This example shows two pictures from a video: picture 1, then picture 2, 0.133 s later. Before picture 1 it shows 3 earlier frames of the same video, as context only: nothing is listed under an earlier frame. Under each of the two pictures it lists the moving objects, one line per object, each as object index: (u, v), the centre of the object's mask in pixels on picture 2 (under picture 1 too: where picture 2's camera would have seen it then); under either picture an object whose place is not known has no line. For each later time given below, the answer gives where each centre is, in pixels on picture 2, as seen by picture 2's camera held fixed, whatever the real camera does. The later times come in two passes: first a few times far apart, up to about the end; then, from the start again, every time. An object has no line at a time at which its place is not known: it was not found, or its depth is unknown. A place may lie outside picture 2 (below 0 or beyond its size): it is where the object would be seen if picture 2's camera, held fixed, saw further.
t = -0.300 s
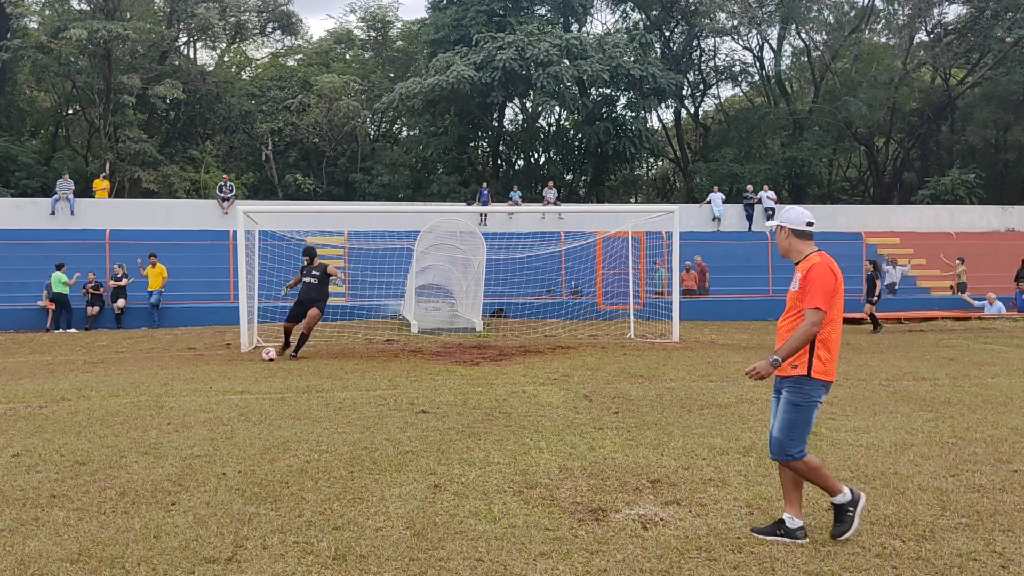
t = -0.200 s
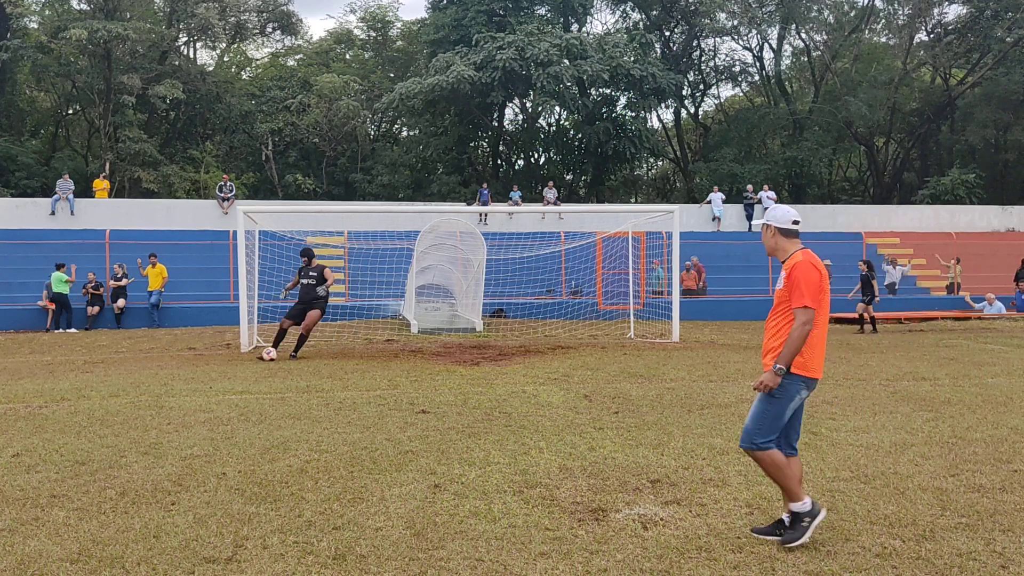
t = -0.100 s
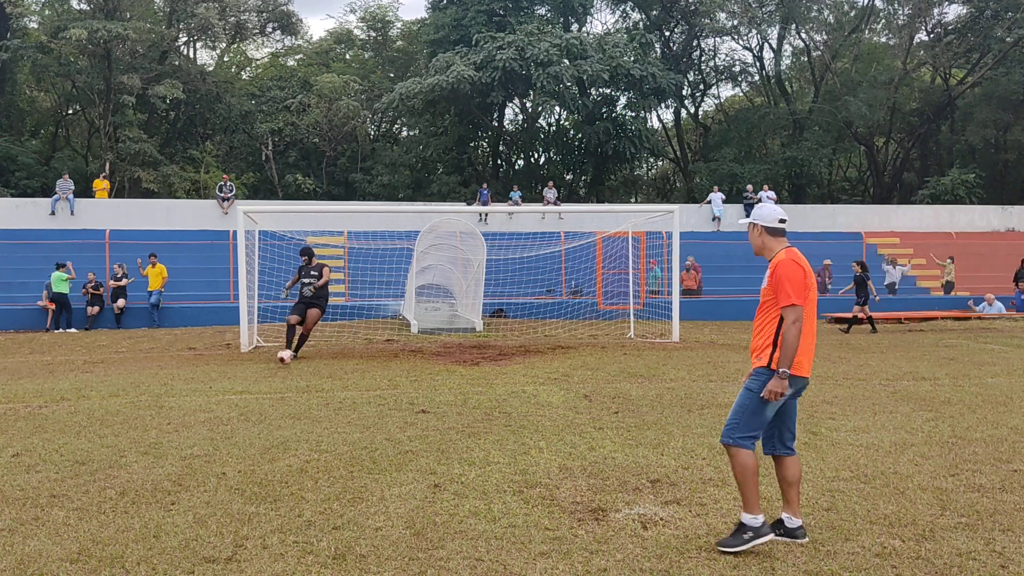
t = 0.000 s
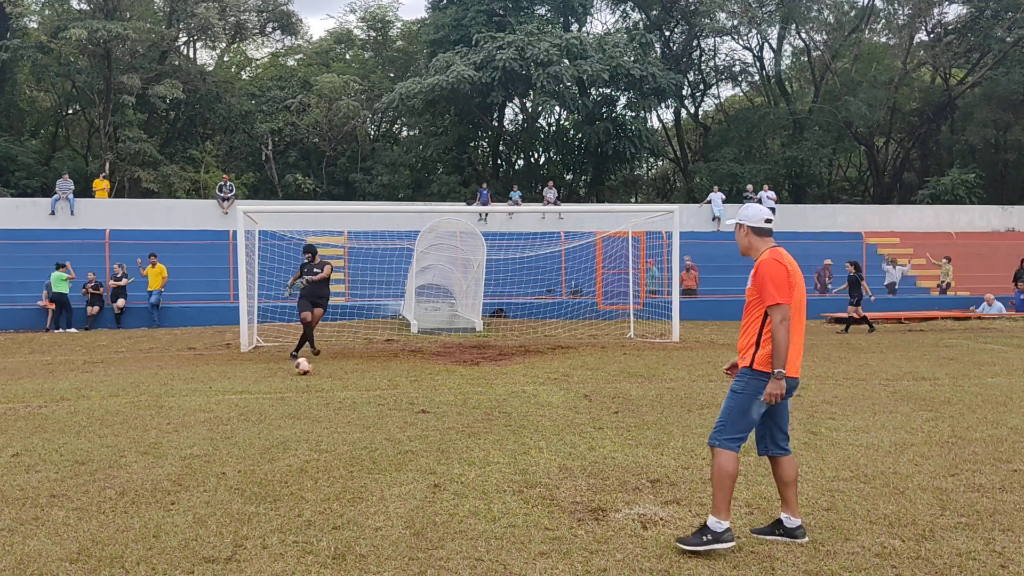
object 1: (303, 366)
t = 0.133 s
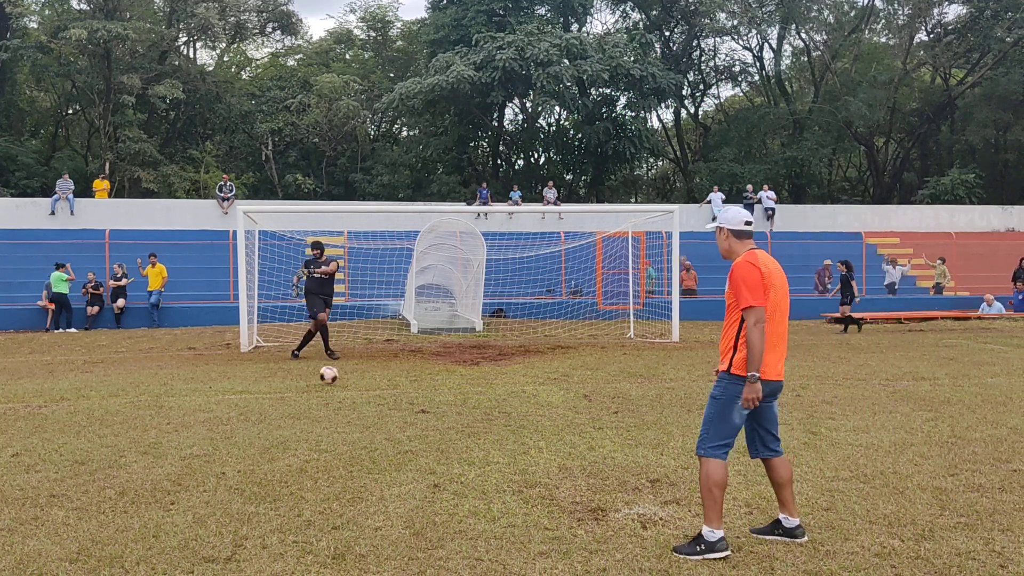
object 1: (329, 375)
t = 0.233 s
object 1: (349, 383)
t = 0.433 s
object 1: (388, 386)
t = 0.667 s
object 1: (443, 410)
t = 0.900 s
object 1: (513, 444)
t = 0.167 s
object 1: (336, 378)
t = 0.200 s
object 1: (343, 383)
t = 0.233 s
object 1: (349, 383)
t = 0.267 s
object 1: (356, 381)
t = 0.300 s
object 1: (361, 380)
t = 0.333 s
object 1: (367, 380)
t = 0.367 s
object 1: (374, 380)
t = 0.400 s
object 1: (381, 382)
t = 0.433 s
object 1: (388, 386)
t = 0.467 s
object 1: (395, 390)
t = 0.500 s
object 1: (403, 396)
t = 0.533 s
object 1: (412, 404)
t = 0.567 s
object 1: (419, 413)
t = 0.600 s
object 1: (427, 413)
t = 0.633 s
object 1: (435, 411)
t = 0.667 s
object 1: (443, 410)
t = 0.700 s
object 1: (452, 410)
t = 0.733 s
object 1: (461, 412)
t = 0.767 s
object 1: (471, 415)
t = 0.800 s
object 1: (481, 420)
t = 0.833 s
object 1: (491, 426)
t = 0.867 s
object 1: (502, 433)
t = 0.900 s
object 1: (513, 444)
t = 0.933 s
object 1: (525, 452)
